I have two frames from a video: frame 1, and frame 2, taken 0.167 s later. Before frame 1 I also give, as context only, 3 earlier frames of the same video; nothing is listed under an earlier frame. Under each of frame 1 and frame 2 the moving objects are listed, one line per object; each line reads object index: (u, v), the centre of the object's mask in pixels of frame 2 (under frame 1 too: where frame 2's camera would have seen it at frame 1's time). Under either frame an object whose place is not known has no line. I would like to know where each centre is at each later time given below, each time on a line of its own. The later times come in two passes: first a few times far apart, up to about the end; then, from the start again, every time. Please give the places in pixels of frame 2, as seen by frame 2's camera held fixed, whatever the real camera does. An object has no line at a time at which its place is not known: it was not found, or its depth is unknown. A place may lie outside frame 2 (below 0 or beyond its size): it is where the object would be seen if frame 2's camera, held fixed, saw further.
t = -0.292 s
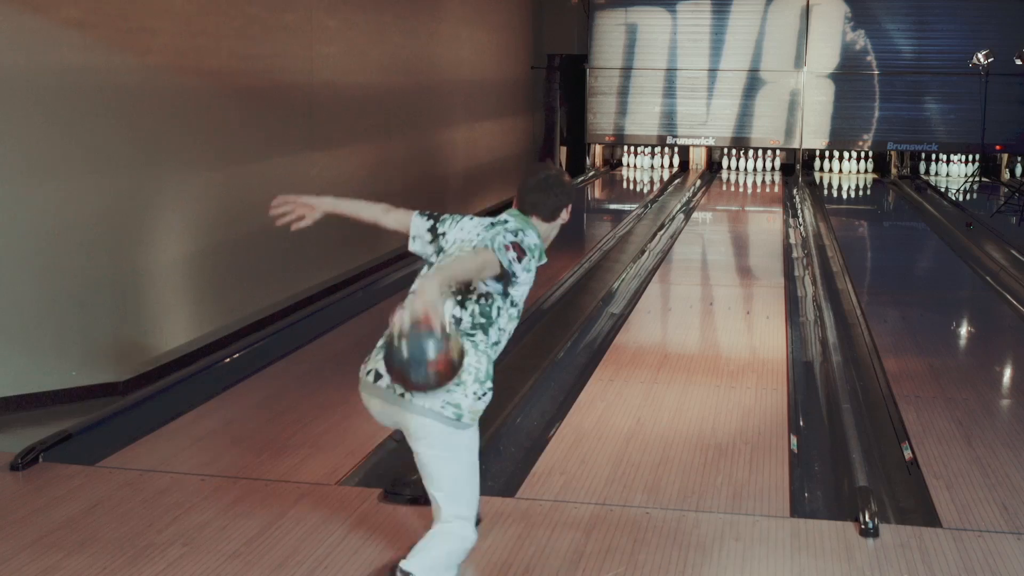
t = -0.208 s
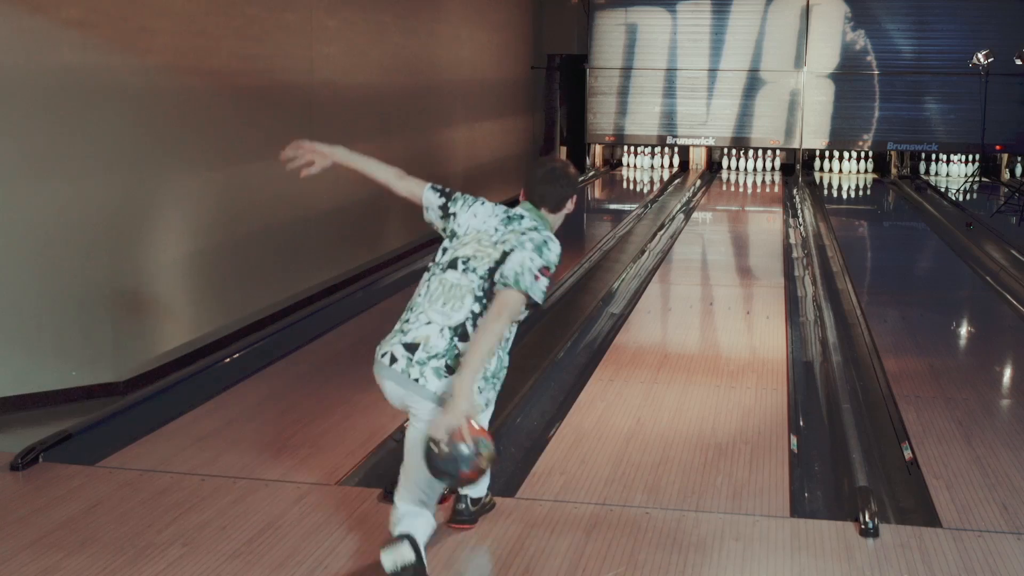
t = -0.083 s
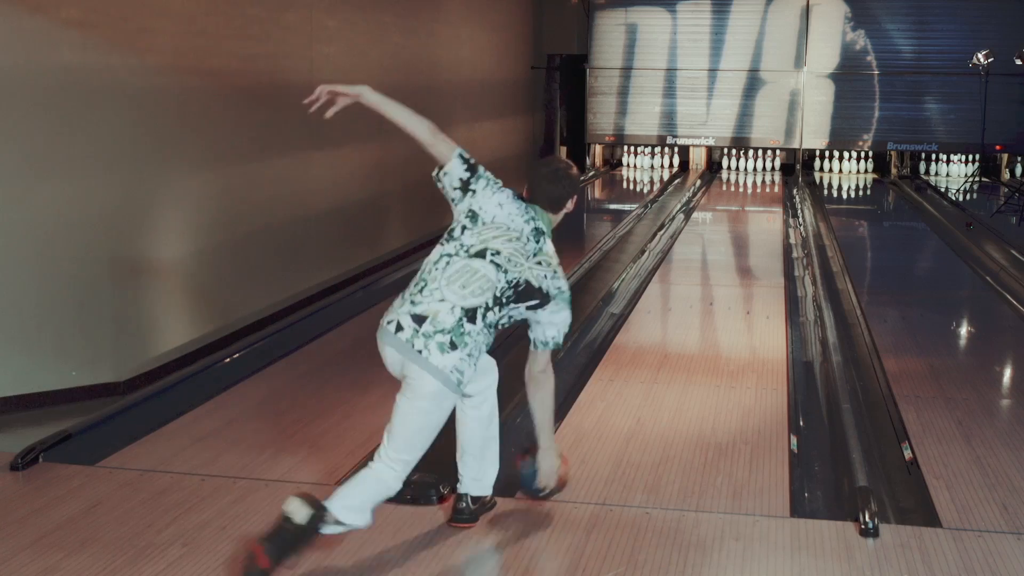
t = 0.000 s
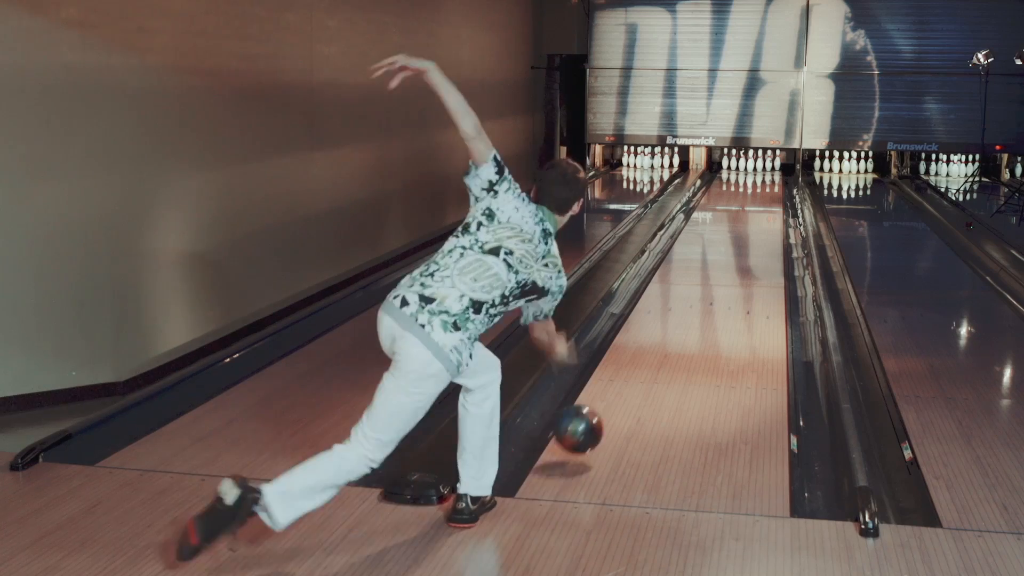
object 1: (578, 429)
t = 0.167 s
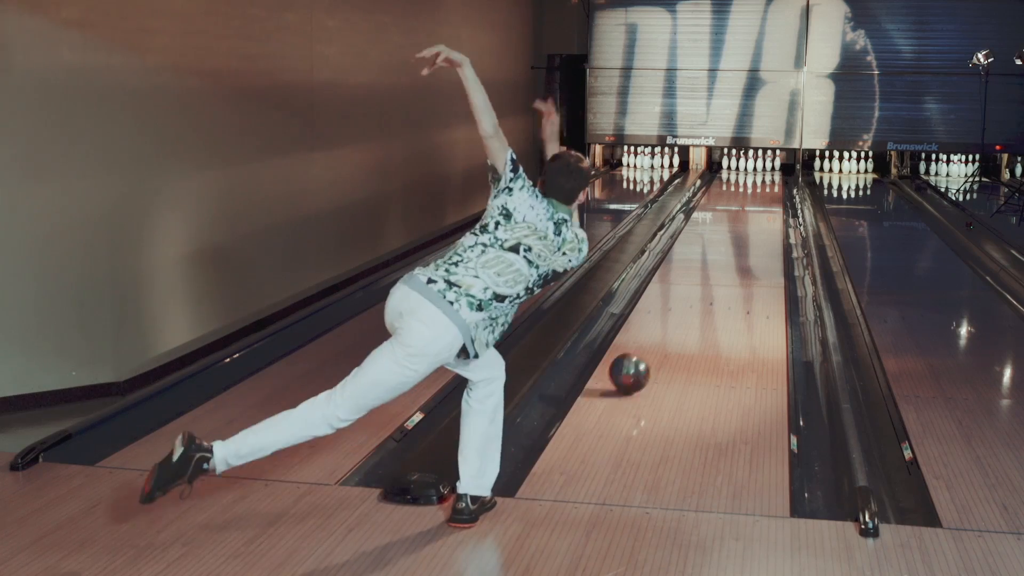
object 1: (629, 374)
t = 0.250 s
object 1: (649, 349)
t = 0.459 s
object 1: (685, 303)
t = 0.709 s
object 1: (714, 264)
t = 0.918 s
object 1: (731, 241)
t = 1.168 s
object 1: (746, 220)
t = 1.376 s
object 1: (756, 206)
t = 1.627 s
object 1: (763, 192)
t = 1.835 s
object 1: (765, 183)
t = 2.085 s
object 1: (763, 175)
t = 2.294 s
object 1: (757, 169)
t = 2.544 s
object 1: (754, 165)
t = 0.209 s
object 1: (639, 361)
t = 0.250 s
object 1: (649, 349)
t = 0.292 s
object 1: (657, 339)
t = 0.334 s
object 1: (665, 329)
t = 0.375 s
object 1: (672, 319)
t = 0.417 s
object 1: (679, 311)
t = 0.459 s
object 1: (685, 303)
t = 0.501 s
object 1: (691, 296)
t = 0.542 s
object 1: (696, 289)
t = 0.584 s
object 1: (701, 282)
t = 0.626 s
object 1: (706, 276)
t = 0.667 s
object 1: (710, 270)
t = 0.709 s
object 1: (714, 264)
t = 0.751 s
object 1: (718, 259)
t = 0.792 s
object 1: (722, 254)
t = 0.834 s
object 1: (725, 250)
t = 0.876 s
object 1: (728, 245)
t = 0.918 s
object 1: (731, 241)
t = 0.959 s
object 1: (734, 237)
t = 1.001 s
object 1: (737, 233)
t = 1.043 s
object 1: (739, 230)
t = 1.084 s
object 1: (742, 226)
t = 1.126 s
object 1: (744, 223)
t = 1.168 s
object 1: (746, 220)
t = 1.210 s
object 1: (748, 217)
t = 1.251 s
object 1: (750, 214)
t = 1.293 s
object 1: (752, 211)
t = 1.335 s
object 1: (754, 208)
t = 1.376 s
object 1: (756, 206)
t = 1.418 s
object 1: (757, 204)
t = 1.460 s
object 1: (758, 201)
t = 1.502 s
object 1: (760, 199)
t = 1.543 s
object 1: (761, 196)
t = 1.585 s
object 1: (762, 195)
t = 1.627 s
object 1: (763, 192)
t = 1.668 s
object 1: (763, 191)
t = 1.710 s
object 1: (765, 189)
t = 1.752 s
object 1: (765, 187)
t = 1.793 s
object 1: (765, 185)
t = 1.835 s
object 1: (765, 183)
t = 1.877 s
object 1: (765, 182)
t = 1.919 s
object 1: (764, 181)
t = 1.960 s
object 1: (764, 179)
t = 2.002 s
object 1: (764, 178)
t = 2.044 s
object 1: (764, 177)
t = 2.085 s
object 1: (763, 175)
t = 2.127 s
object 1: (762, 174)
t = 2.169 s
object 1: (761, 173)
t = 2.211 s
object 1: (759, 172)
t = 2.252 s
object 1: (758, 171)
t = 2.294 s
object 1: (757, 169)
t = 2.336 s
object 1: (755, 168)
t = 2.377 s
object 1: (754, 168)
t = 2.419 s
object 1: (755, 167)
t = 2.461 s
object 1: (754, 166)
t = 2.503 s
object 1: (754, 166)
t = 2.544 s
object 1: (754, 165)
